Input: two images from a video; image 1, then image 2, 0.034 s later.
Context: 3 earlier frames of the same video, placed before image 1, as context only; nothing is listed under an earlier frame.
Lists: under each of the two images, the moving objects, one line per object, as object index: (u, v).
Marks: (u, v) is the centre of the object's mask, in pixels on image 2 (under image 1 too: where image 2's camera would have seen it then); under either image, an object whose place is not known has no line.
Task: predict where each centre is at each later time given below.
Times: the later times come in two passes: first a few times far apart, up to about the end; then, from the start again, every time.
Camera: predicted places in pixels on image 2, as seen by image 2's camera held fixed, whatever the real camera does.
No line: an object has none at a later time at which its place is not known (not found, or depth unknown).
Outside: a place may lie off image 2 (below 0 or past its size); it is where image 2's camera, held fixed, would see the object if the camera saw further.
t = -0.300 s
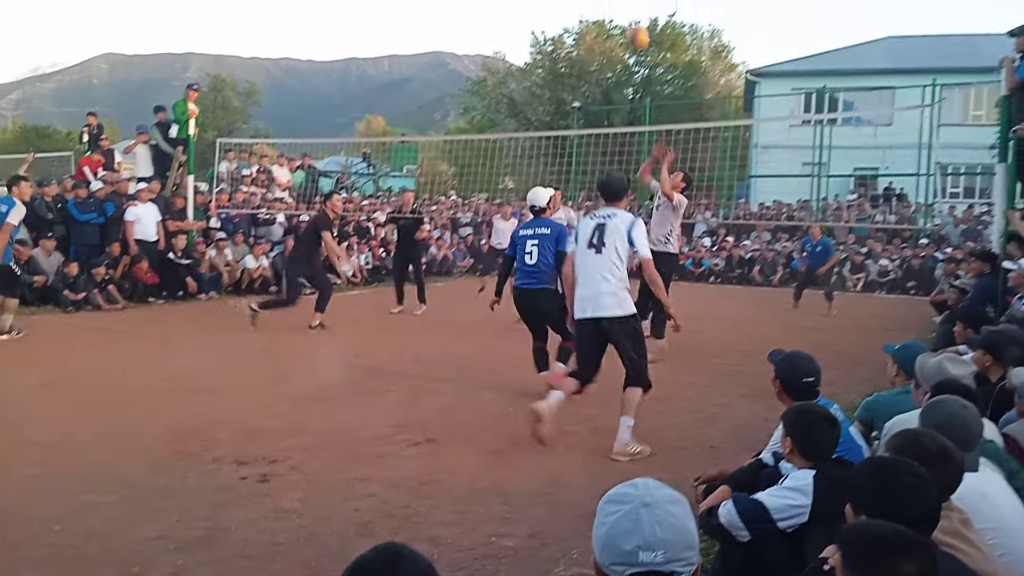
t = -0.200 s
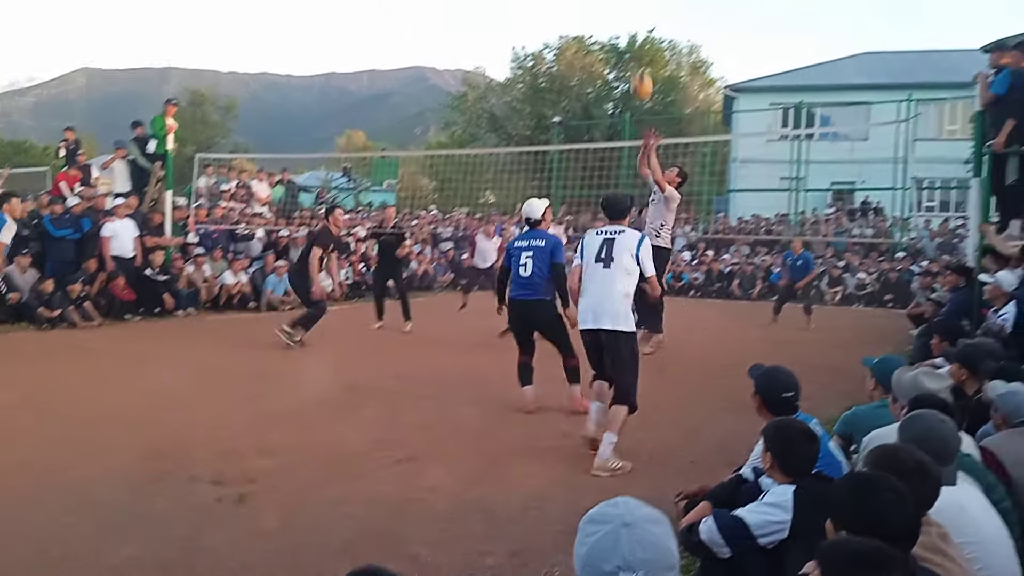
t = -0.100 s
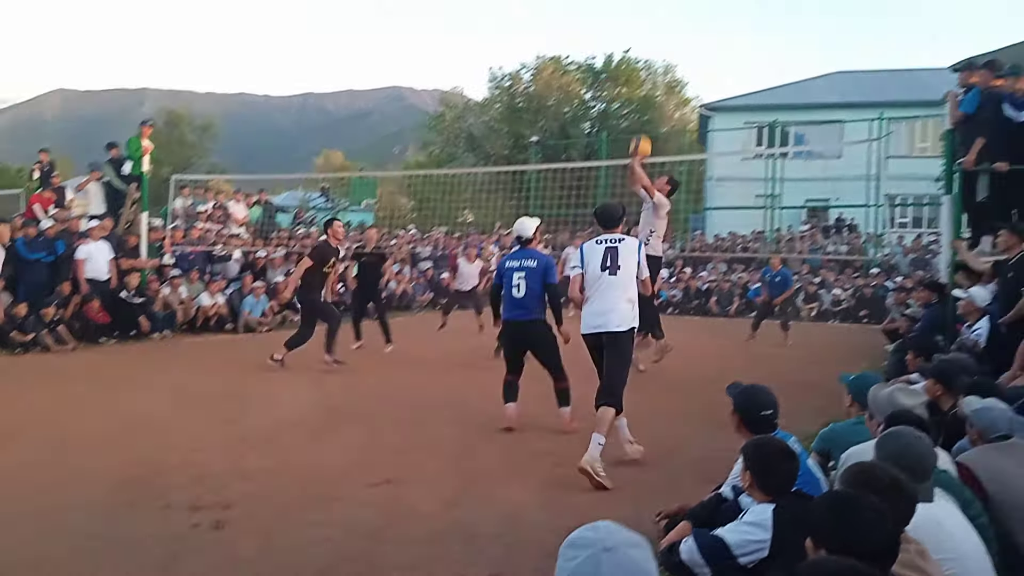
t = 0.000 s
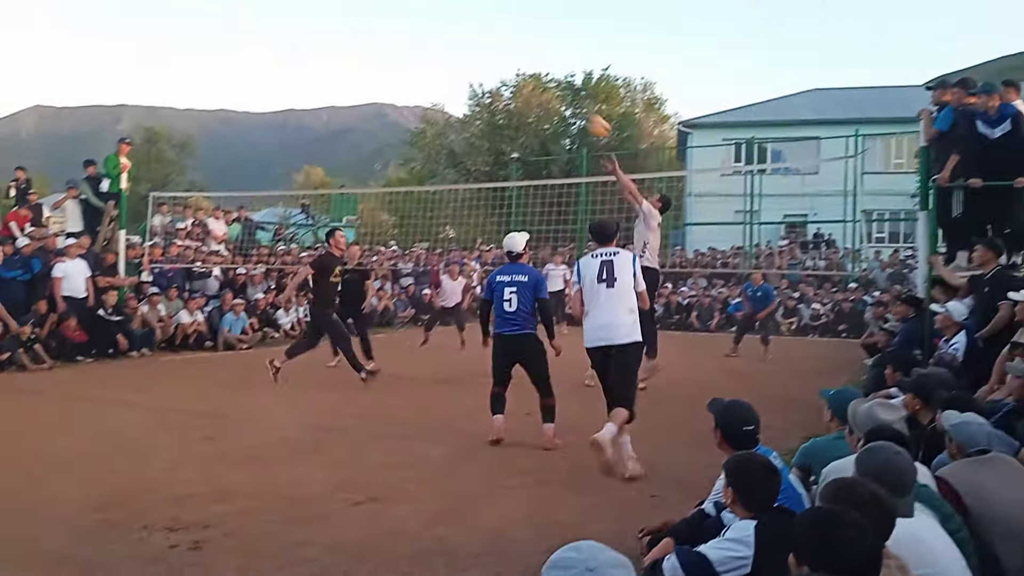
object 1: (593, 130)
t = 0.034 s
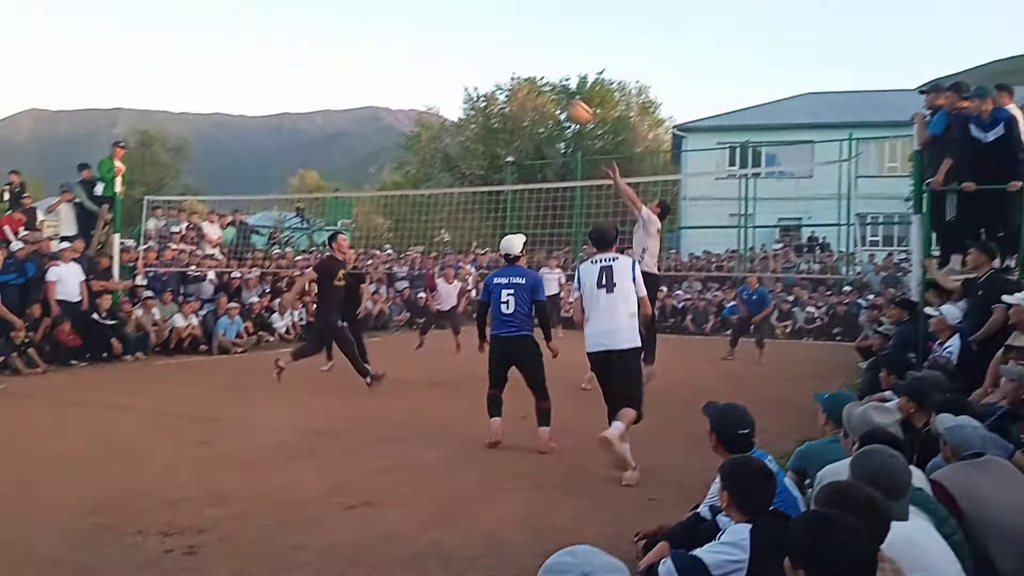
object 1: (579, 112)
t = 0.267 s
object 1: (489, 14)
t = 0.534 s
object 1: (399, -26)
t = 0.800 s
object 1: (318, -3)
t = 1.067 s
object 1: (248, 75)
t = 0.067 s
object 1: (568, 96)
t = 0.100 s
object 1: (553, 79)
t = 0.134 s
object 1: (538, 61)
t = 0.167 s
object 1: (525, 48)
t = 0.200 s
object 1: (512, 35)
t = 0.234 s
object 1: (500, 24)
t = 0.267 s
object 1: (489, 14)
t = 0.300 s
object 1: (477, 5)
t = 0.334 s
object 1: (465, -3)
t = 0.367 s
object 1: (454, -8)
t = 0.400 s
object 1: (442, -13)
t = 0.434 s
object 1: (431, -17)
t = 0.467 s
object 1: (420, -21)
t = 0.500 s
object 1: (409, -24)
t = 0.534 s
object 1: (399, -26)
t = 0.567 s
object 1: (388, -27)
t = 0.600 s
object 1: (377, -27)
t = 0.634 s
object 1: (367, -25)
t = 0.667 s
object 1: (357, -22)
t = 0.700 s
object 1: (347, -19)
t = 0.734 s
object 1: (337, -14)
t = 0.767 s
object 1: (328, -9)
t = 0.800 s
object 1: (318, -3)
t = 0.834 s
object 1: (309, 4)
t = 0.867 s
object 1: (299, 12)
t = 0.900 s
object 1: (290, 21)
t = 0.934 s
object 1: (282, 30)
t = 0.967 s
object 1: (273, 40)
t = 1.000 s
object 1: (265, 51)
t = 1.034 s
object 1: (256, 63)
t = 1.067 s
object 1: (248, 75)
